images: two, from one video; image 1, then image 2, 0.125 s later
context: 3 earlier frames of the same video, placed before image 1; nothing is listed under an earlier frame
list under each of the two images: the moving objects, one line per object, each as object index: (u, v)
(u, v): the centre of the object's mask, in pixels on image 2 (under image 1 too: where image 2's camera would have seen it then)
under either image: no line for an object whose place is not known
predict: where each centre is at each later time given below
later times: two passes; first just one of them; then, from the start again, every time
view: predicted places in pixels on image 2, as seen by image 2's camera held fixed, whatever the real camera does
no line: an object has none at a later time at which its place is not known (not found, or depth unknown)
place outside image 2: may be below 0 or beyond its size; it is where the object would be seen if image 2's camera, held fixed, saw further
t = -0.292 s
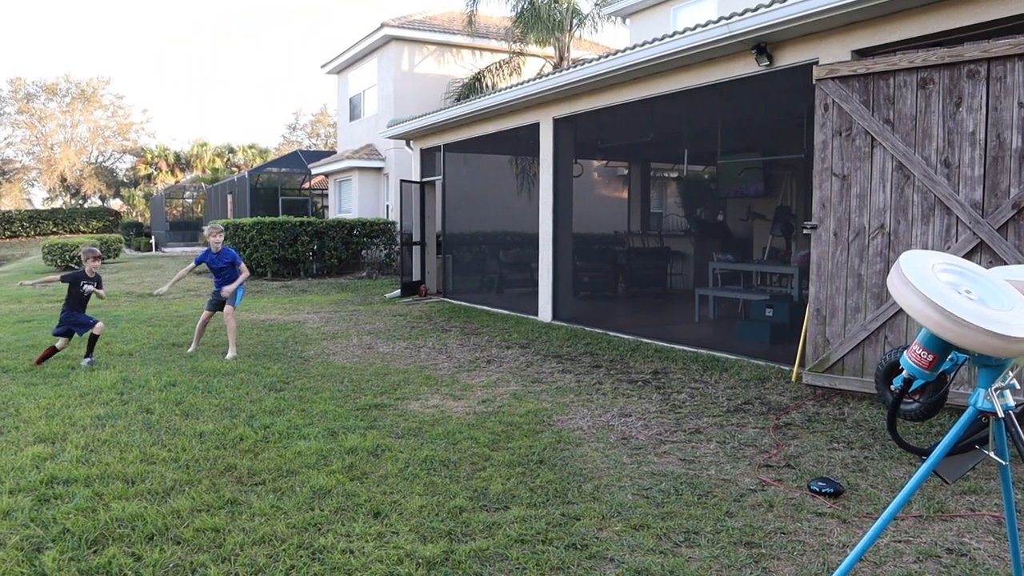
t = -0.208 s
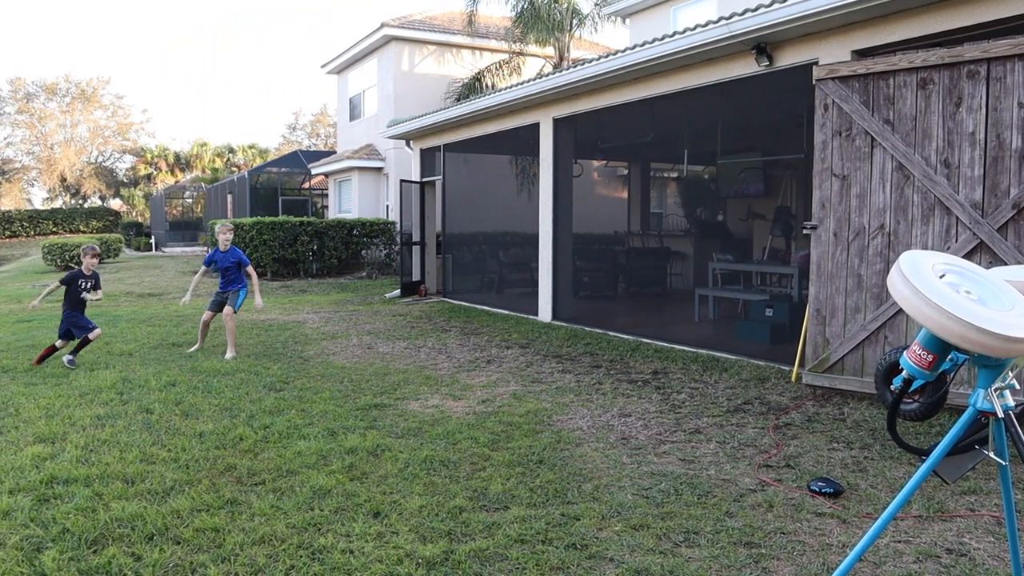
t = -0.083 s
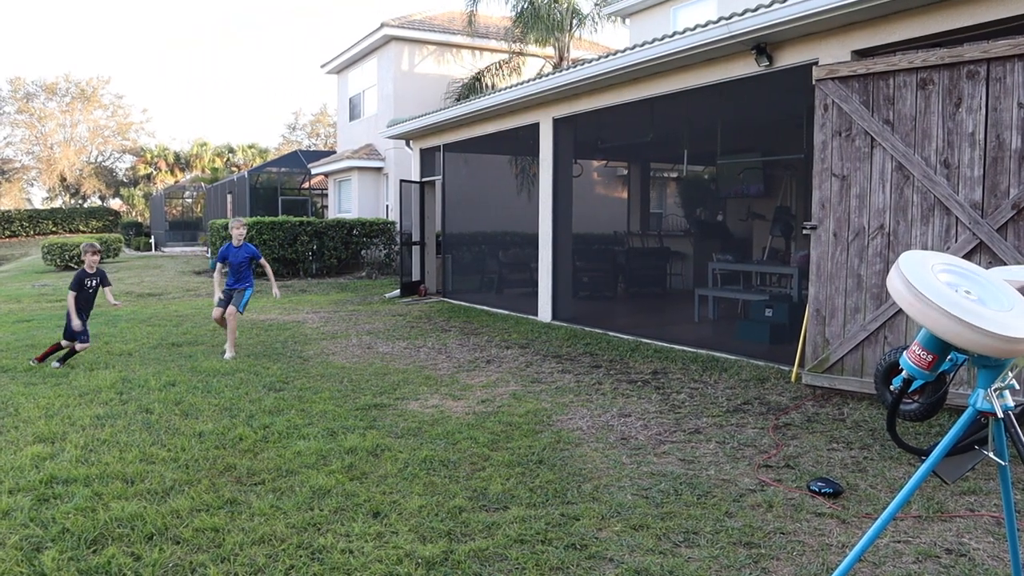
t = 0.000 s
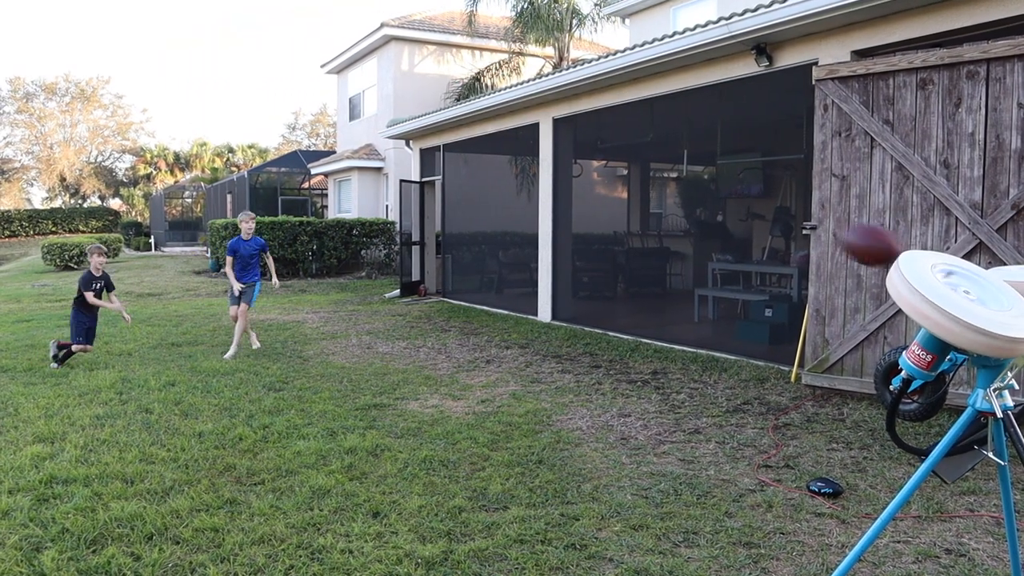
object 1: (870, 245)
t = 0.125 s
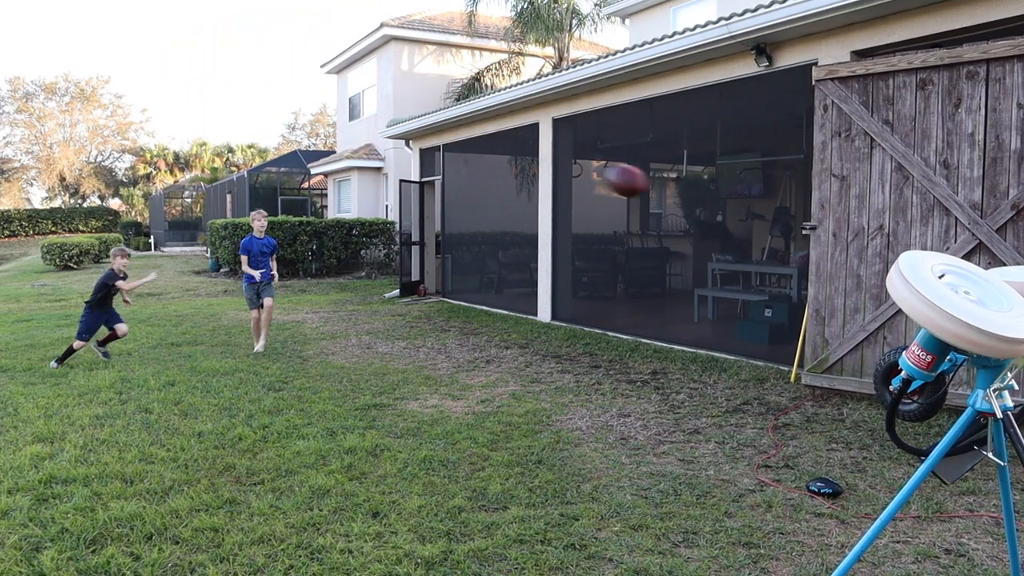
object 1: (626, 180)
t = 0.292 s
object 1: (454, 167)
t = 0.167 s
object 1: (572, 171)
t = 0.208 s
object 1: (525, 167)
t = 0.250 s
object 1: (486, 166)
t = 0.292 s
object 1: (454, 167)
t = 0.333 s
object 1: (426, 170)
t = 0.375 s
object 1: (399, 176)
